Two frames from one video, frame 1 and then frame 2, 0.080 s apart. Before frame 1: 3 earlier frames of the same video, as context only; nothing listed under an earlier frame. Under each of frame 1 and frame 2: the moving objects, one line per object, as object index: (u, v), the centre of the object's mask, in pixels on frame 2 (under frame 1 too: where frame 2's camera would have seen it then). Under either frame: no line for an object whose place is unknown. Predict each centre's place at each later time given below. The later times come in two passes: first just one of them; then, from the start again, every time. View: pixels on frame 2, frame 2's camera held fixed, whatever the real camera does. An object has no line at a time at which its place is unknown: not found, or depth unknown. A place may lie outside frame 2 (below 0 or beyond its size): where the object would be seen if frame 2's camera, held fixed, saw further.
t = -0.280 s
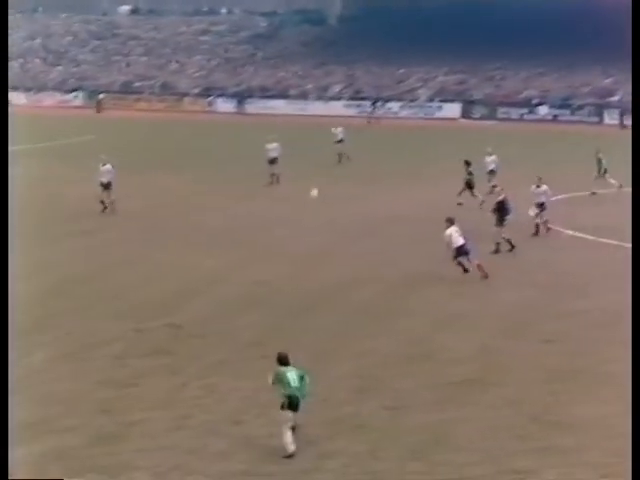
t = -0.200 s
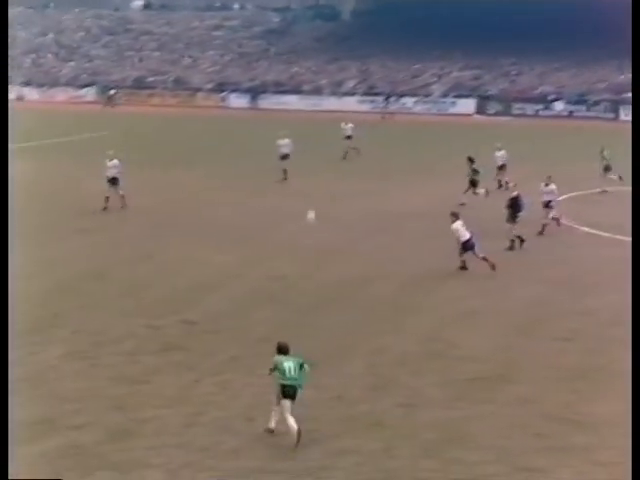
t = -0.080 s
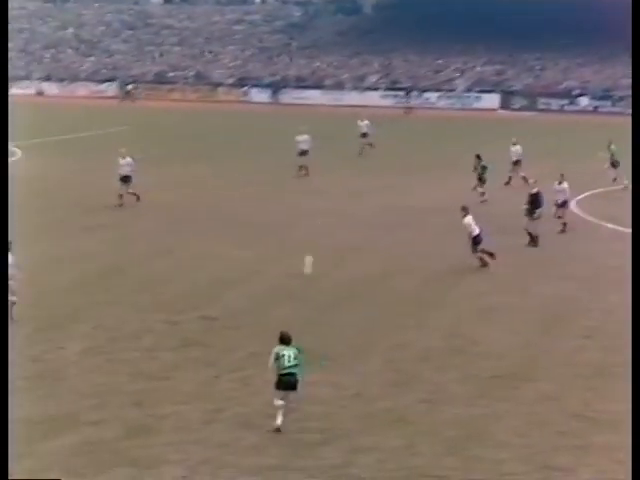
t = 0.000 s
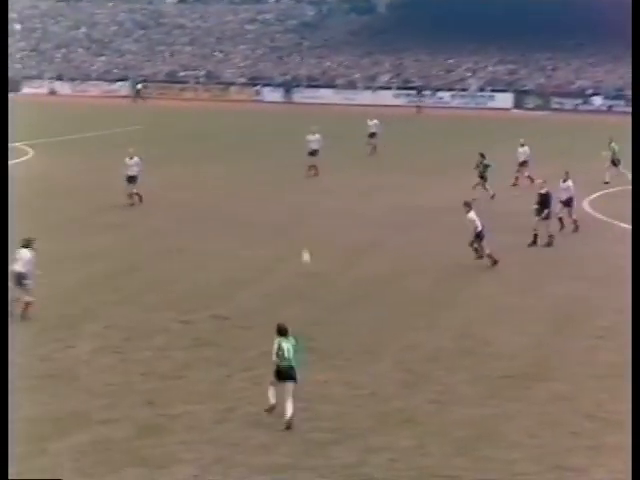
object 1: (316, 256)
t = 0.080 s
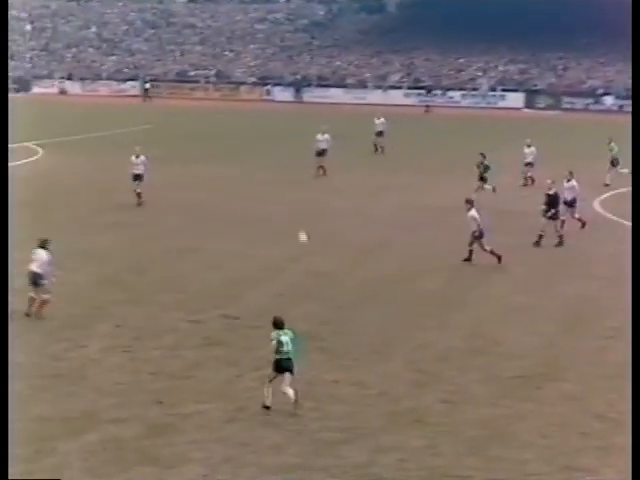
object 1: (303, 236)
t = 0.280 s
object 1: (267, 202)
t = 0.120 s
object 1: (295, 228)
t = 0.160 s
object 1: (289, 220)
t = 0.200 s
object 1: (281, 214)
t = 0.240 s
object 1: (275, 207)
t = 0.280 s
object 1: (267, 202)
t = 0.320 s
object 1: (260, 197)
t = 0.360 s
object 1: (252, 194)
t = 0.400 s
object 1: (245, 190)
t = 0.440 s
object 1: (237, 188)
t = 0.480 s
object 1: (230, 187)
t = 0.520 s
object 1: (223, 186)
